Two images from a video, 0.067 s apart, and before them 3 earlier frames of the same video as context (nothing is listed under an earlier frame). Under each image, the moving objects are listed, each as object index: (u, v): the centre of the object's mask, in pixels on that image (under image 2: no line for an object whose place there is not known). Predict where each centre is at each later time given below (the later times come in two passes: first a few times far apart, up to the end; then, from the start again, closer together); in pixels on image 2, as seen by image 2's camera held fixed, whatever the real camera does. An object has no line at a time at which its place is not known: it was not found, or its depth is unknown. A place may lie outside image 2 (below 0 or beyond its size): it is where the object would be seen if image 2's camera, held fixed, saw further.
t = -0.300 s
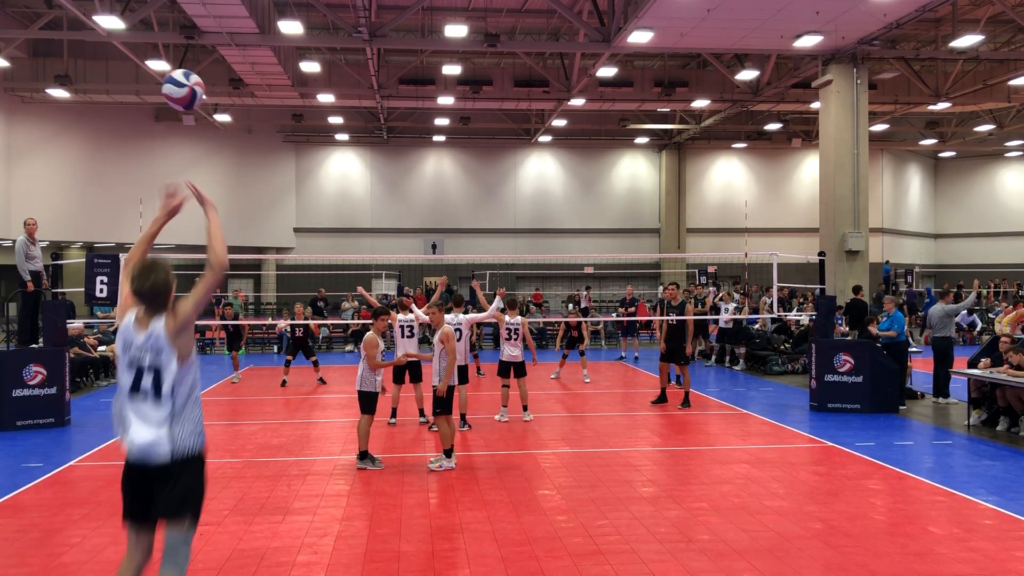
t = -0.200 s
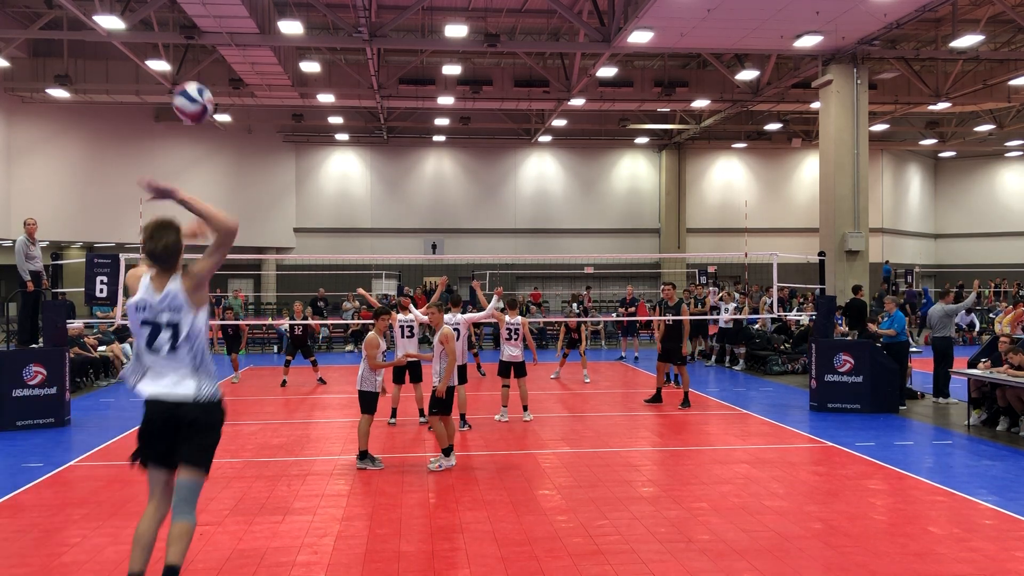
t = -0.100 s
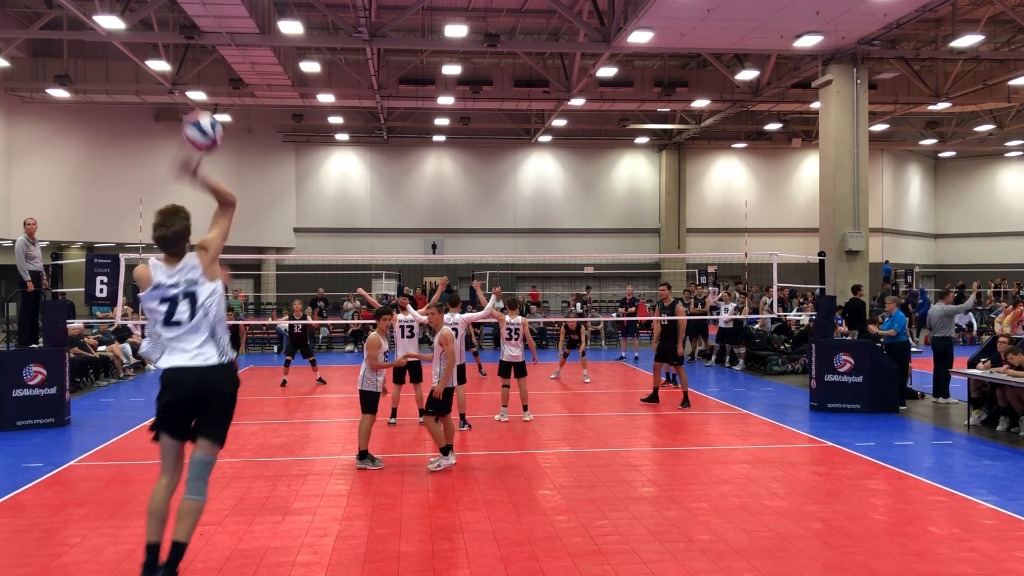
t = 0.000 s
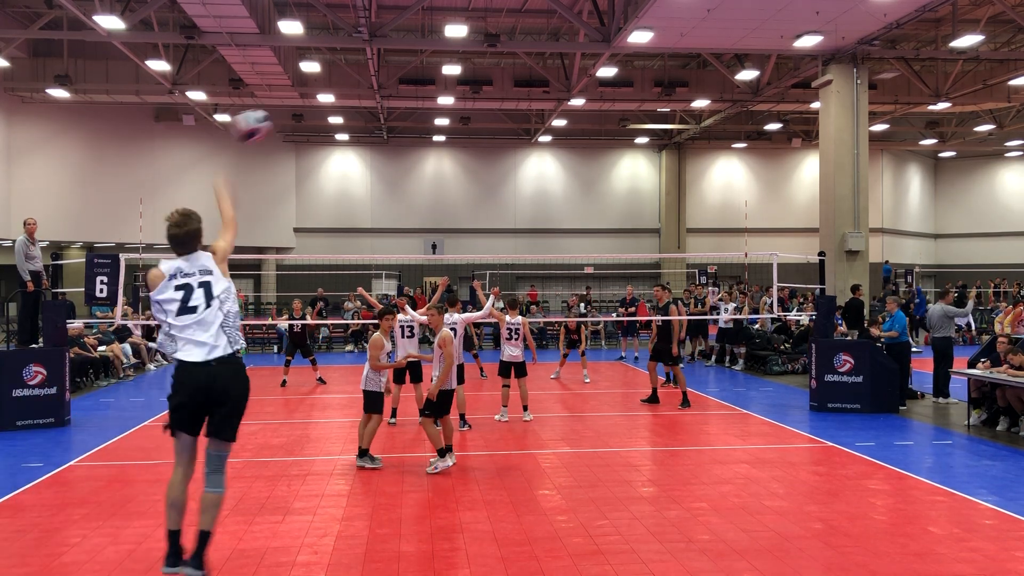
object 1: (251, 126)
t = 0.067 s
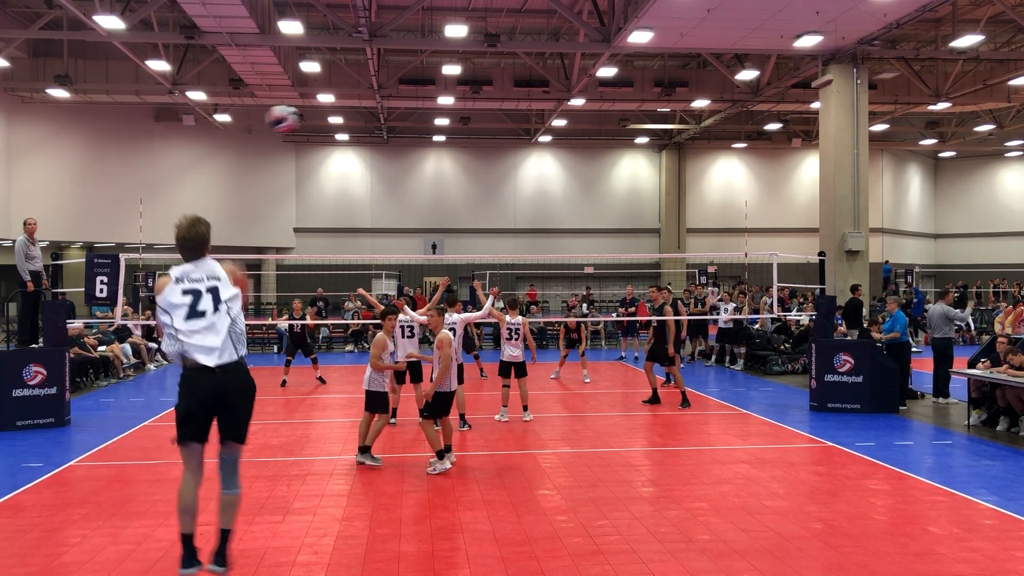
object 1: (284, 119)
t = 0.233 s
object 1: (338, 126)
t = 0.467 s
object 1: (385, 161)
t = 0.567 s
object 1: (399, 180)
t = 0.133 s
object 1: (308, 120)
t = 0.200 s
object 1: (328, 124)
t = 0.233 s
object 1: (338, 126)
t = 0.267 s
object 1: (348, 131)
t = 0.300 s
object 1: (355, 134)
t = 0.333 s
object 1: (361, 139)
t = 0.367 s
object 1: (368, 144)
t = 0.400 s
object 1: (374, 149)
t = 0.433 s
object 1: (380, 155)
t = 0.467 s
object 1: (385, 161)
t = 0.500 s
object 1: (390, 167)
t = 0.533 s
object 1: (394, 173)
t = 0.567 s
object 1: (399, 180)
